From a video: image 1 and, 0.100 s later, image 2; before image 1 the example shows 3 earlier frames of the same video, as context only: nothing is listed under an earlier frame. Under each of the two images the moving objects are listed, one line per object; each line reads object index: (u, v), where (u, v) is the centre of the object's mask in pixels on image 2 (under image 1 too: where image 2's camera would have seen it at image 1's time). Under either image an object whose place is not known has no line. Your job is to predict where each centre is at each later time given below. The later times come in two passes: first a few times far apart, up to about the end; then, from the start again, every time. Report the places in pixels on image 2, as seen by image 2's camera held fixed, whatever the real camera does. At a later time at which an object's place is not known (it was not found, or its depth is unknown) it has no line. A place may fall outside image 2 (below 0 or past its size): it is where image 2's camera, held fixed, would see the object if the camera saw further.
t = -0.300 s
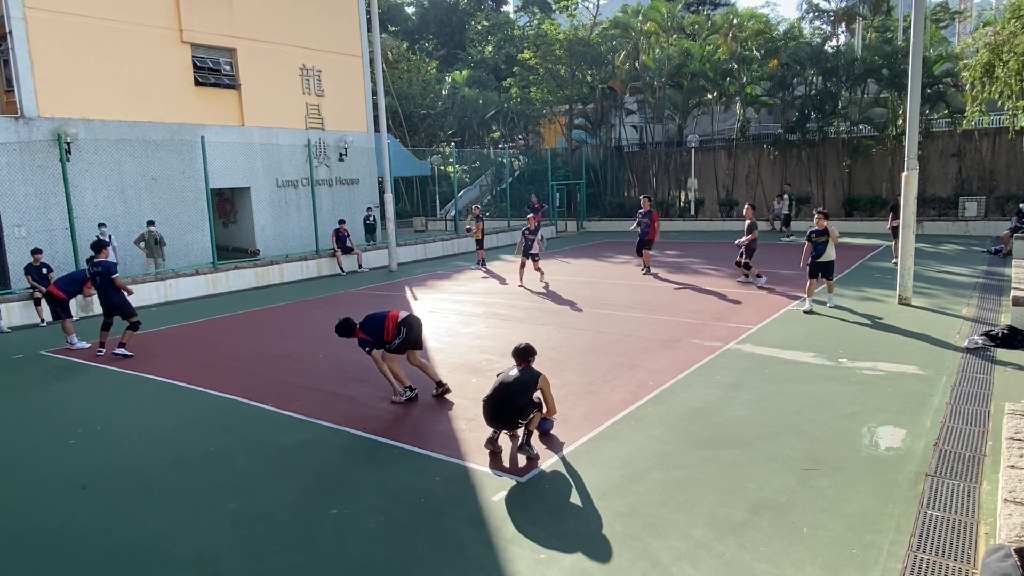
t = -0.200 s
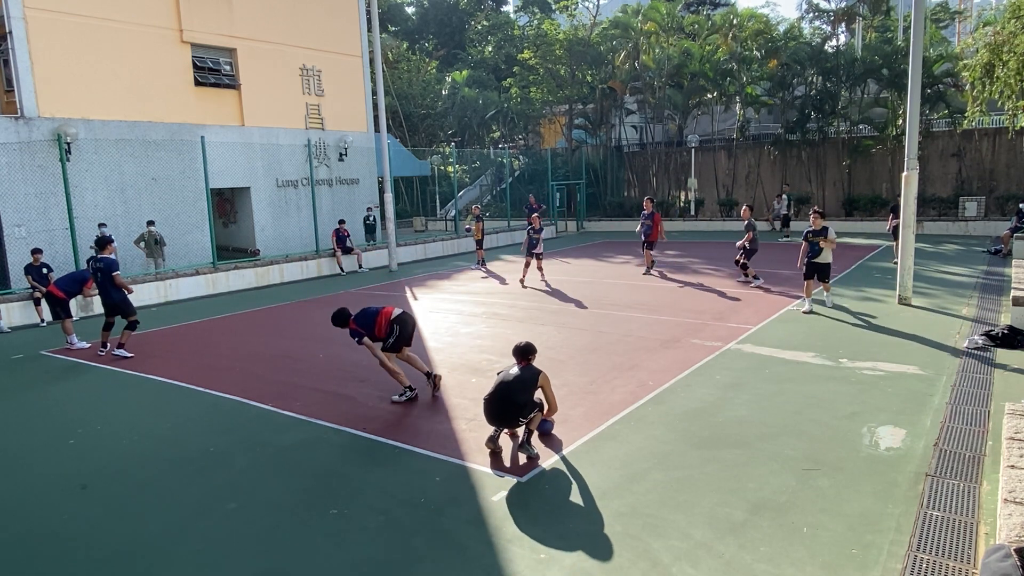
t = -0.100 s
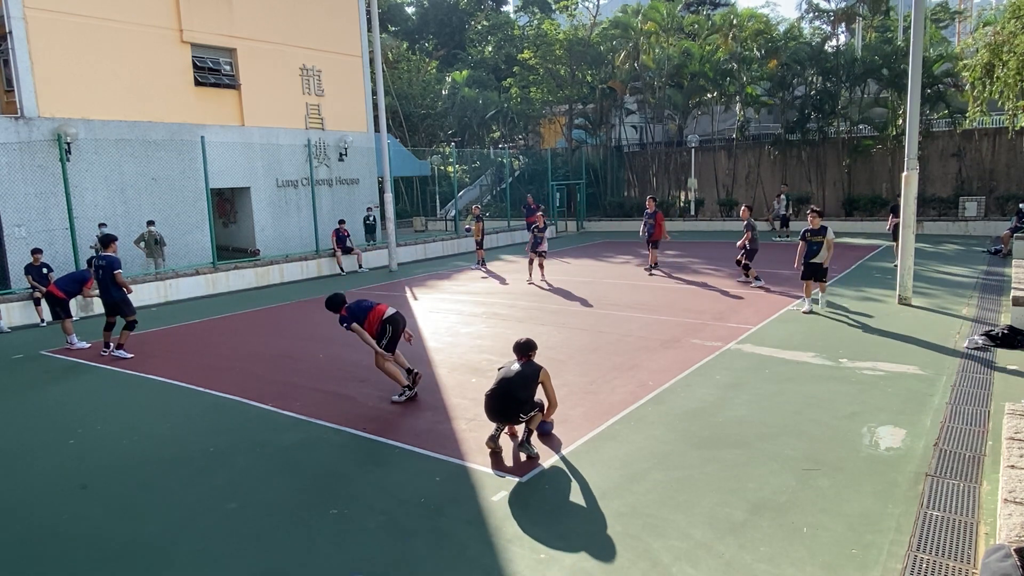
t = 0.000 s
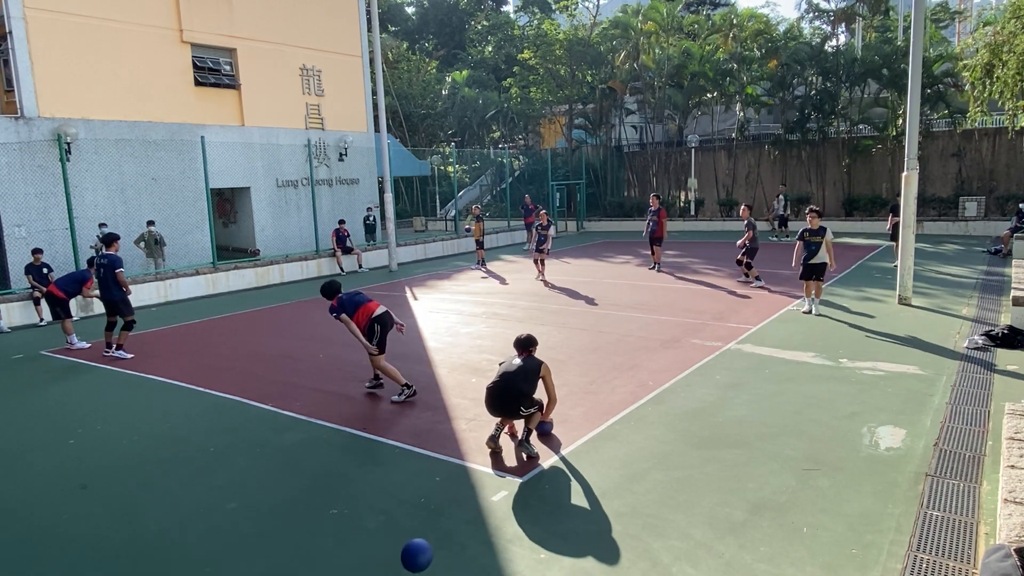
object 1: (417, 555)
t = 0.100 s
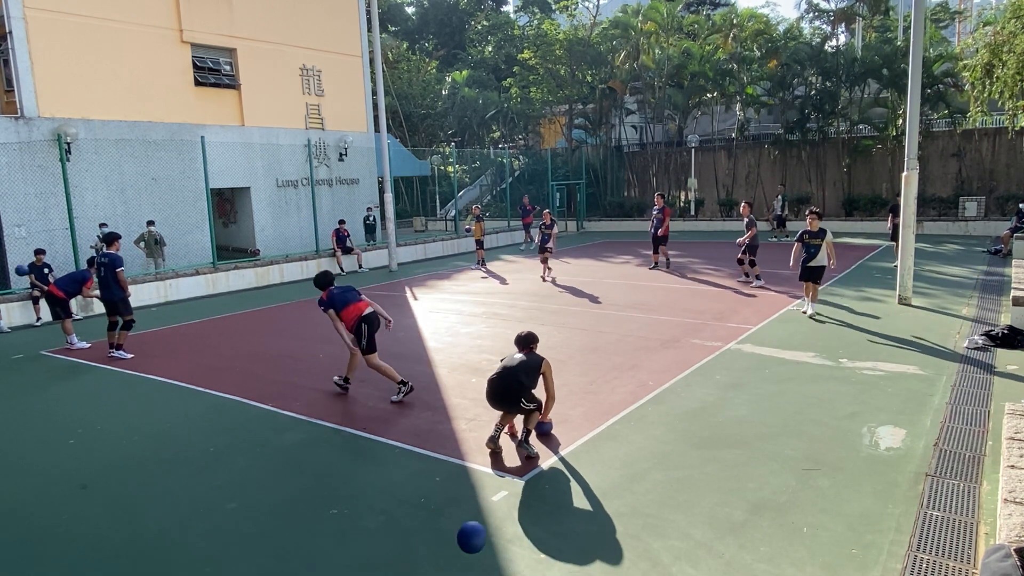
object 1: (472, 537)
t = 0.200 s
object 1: (521, 536)
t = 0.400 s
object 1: (606, 499)
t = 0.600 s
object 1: (677, 487)
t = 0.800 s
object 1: (736, 464)
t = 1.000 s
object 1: (786, 445)
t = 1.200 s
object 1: (828, 430)
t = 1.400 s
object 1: (865, 419)
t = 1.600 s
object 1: (898, 406)
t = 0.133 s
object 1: (489, 535)
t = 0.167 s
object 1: (505, 534)
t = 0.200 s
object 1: (521, 536)
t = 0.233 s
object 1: (537, 539)
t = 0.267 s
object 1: (552, 535)
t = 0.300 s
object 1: (566, 523)
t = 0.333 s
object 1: (580, 513)
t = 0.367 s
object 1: (593, 505)
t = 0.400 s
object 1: (606, 499)
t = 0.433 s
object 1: (619, 494)
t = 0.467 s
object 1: (631, 491)
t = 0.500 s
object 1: (643, 490)
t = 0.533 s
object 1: (655, 491)
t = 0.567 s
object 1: (666, 493)
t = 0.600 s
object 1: (677, 487)
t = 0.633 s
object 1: (687, 479)
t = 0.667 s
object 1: (698, 473)
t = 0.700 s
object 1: (708, 468)
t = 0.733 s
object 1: (717, 465)
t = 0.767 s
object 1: (727, 464)
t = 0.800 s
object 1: (736, 464)
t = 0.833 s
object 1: (745, 464)
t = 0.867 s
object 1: (754, 458)
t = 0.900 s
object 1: (762, 453)
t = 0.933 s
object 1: (770, 449)
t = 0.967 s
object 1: (778, 446)
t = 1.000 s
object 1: (786, 445)
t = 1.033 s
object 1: (794, 445)
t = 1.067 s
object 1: (801, 441)
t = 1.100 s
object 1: (808, 437)
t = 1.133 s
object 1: (815, 433)
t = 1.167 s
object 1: (822, 431)
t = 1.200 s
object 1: (828, 430)
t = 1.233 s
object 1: (835, 430)
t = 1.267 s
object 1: (841, 426)
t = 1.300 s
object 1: (848, 423)
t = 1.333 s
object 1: (854, 420)
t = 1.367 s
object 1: (860, 419)
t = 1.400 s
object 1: (865, 419)
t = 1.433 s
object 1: (871, 415)
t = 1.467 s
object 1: (877, 413)
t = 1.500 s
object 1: (882, 411)
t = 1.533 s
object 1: (887, 411)
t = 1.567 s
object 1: (893, 408)
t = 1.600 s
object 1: (898, 406)
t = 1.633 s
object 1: (903, 404)
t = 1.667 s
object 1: (907, 403)
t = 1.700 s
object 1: (912, 401)
